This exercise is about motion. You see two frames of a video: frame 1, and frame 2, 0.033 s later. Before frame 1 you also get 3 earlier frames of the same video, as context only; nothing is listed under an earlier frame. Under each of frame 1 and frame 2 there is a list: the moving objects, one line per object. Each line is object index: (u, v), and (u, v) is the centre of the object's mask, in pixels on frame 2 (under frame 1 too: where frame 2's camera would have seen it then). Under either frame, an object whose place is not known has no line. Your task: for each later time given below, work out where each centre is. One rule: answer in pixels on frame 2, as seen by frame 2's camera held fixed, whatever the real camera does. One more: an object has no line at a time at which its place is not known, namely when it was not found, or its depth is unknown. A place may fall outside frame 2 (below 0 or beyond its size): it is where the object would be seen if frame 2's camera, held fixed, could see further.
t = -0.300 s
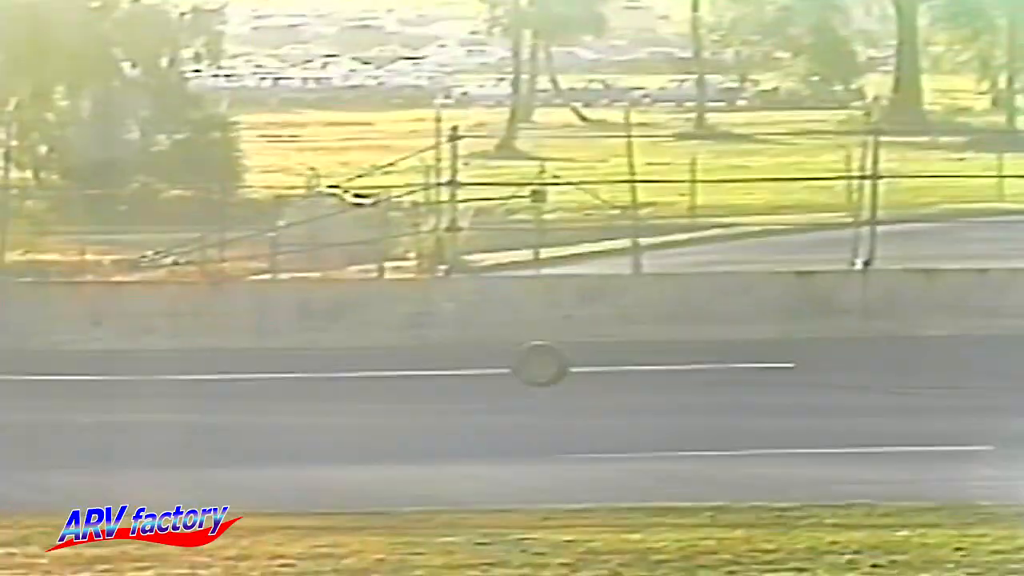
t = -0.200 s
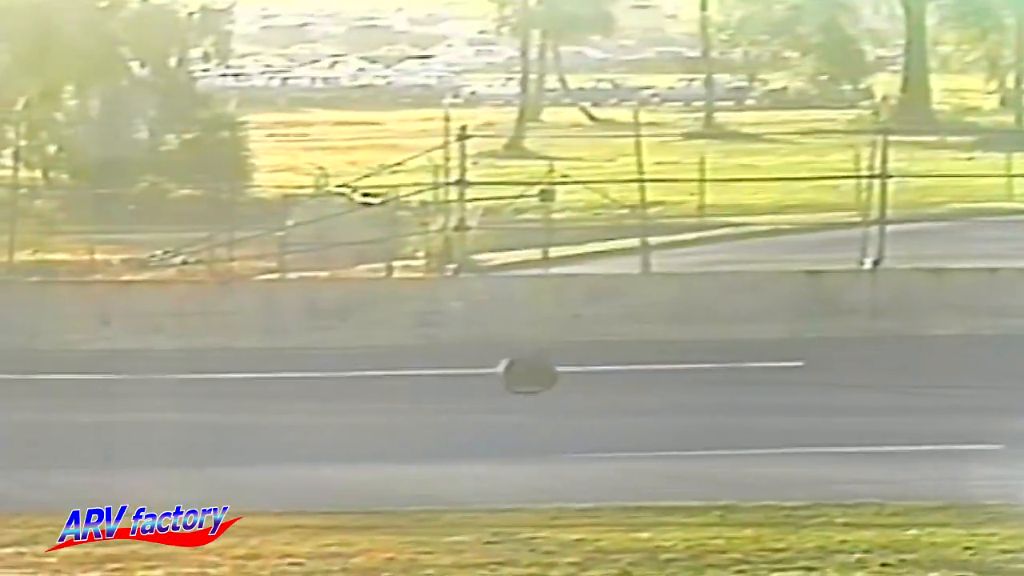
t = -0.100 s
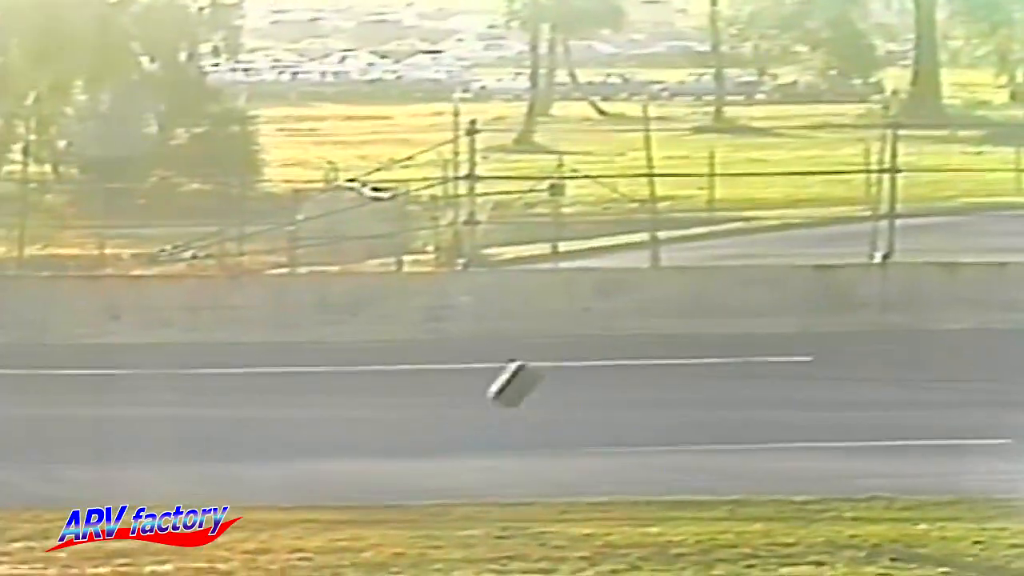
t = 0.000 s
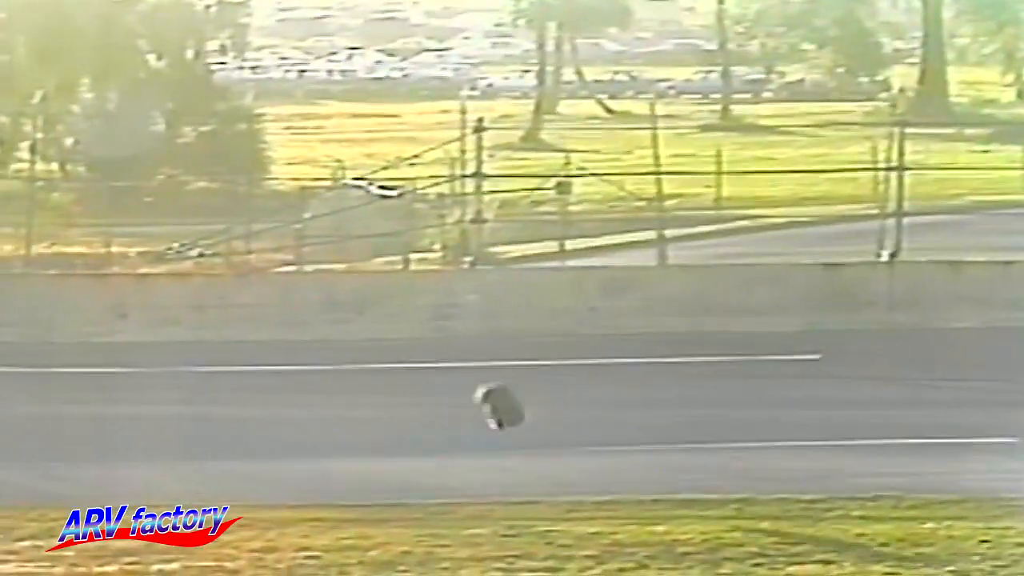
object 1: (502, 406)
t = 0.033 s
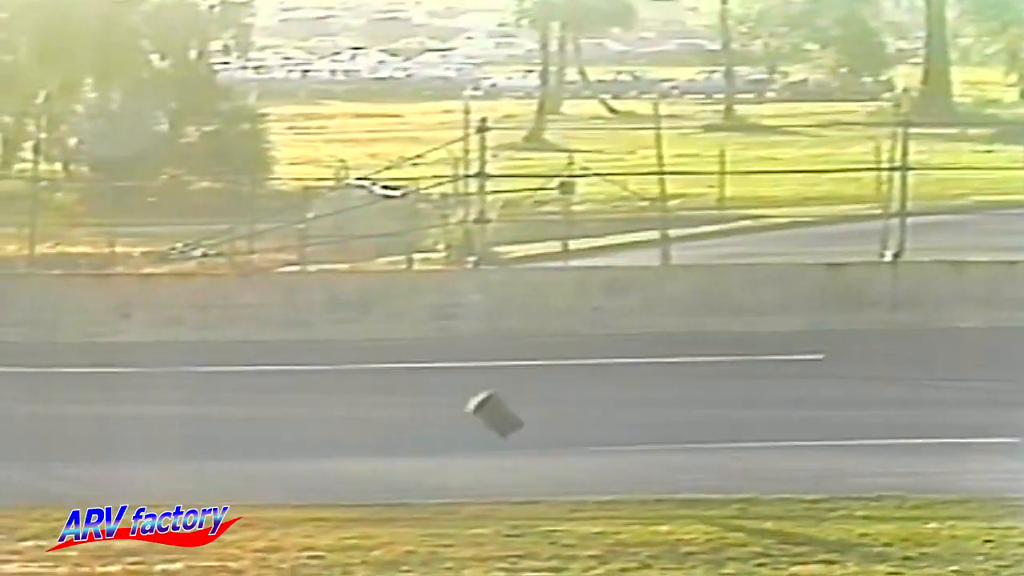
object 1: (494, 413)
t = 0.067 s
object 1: (484, 425)
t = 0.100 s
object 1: (478, 436)
